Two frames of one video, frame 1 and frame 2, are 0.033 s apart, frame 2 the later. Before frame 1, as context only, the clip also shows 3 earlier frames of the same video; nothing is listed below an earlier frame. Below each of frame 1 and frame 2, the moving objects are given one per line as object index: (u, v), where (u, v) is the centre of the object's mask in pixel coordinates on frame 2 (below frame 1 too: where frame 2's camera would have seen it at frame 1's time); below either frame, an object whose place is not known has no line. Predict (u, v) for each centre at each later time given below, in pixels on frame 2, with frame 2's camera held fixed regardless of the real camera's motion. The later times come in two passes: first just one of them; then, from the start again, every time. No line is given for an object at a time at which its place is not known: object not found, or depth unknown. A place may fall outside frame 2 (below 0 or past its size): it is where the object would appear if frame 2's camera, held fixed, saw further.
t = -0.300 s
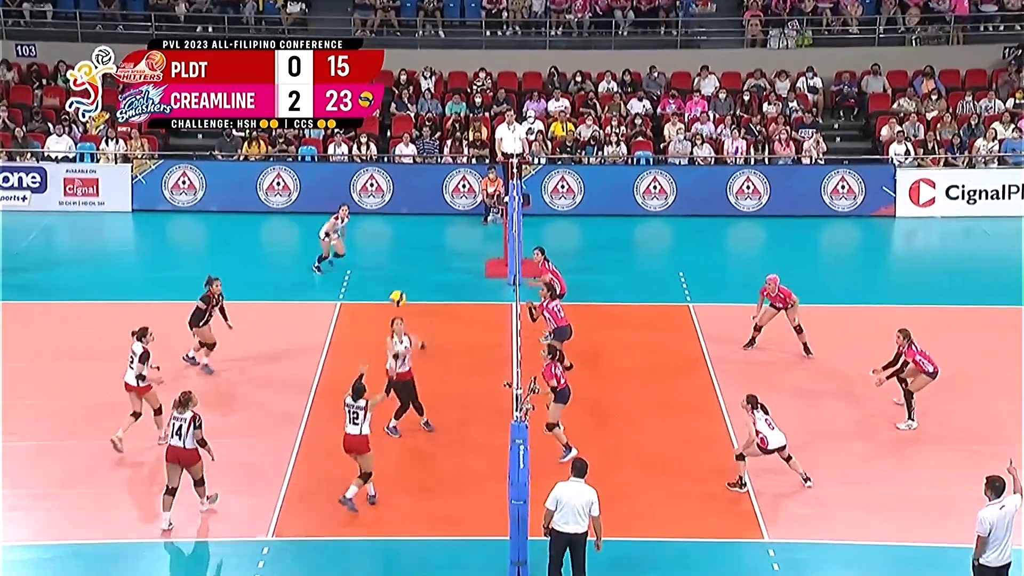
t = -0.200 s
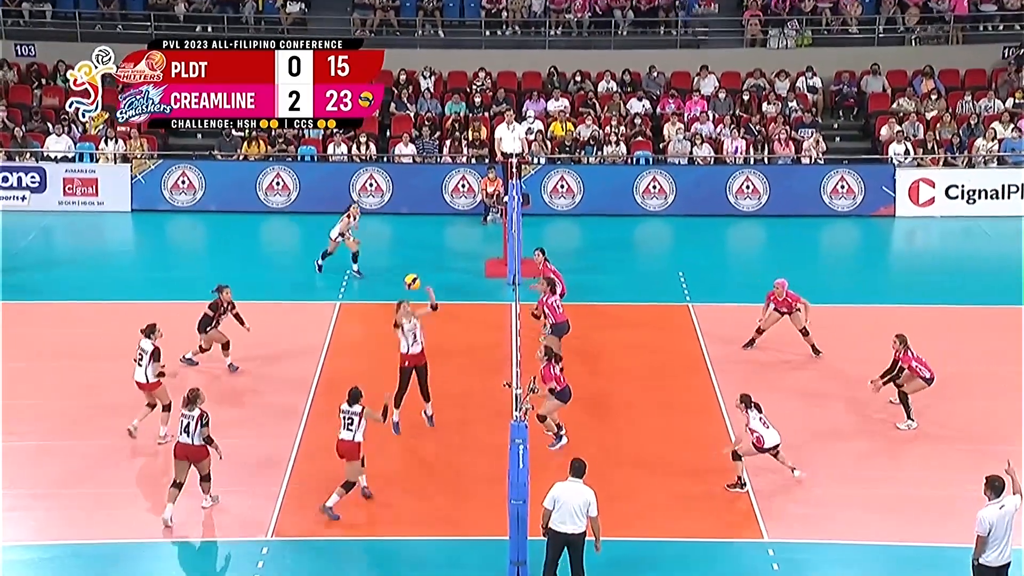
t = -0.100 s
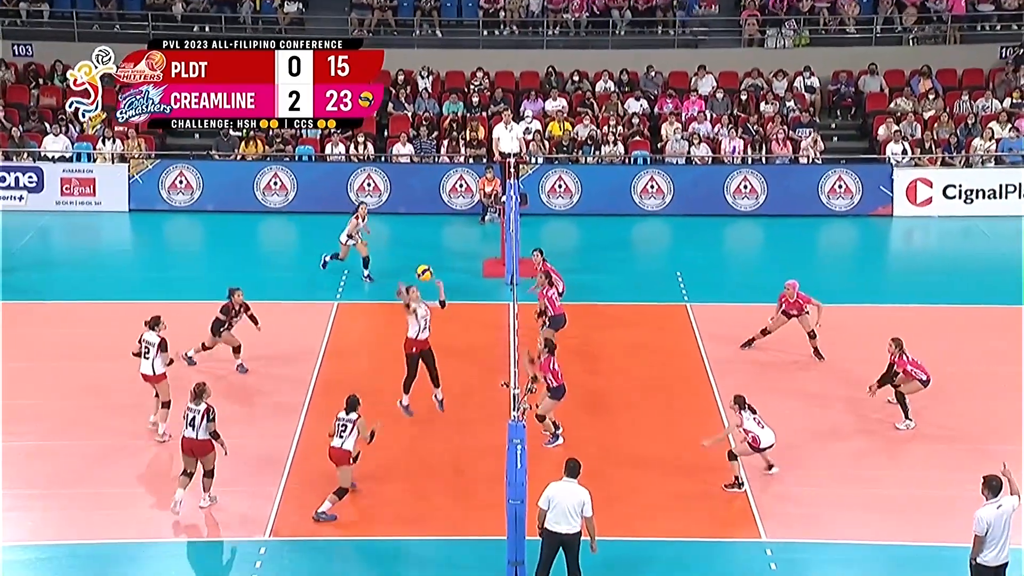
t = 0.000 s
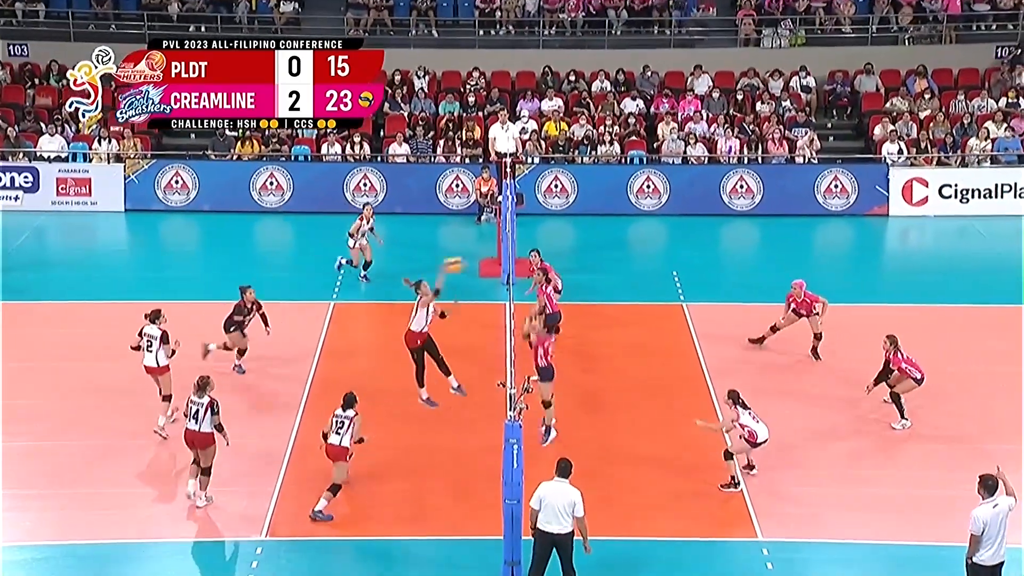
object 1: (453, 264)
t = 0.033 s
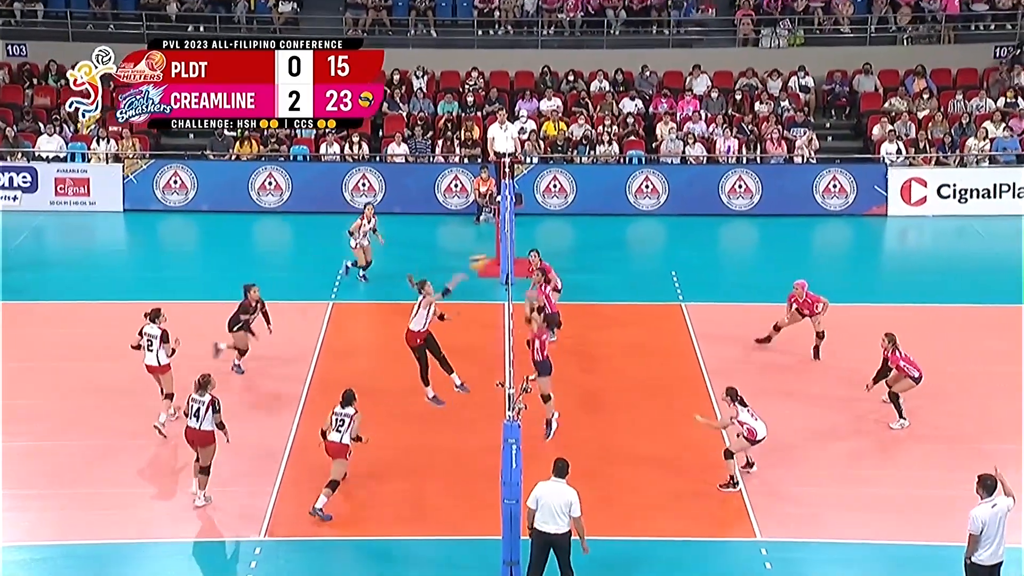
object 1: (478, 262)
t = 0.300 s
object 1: (673, 274)
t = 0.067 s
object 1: (505, 260)
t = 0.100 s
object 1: (530, 259)
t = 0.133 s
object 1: (559, 259)
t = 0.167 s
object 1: (581, 261)
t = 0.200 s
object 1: (605, 263)
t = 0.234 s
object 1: (629, 265)
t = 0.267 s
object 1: (652, 270)
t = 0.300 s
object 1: (673, 274)
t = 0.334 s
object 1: (696, 280)
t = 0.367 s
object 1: (716, 286)
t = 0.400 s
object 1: (737, 292)
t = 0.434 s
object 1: (758, 300)
